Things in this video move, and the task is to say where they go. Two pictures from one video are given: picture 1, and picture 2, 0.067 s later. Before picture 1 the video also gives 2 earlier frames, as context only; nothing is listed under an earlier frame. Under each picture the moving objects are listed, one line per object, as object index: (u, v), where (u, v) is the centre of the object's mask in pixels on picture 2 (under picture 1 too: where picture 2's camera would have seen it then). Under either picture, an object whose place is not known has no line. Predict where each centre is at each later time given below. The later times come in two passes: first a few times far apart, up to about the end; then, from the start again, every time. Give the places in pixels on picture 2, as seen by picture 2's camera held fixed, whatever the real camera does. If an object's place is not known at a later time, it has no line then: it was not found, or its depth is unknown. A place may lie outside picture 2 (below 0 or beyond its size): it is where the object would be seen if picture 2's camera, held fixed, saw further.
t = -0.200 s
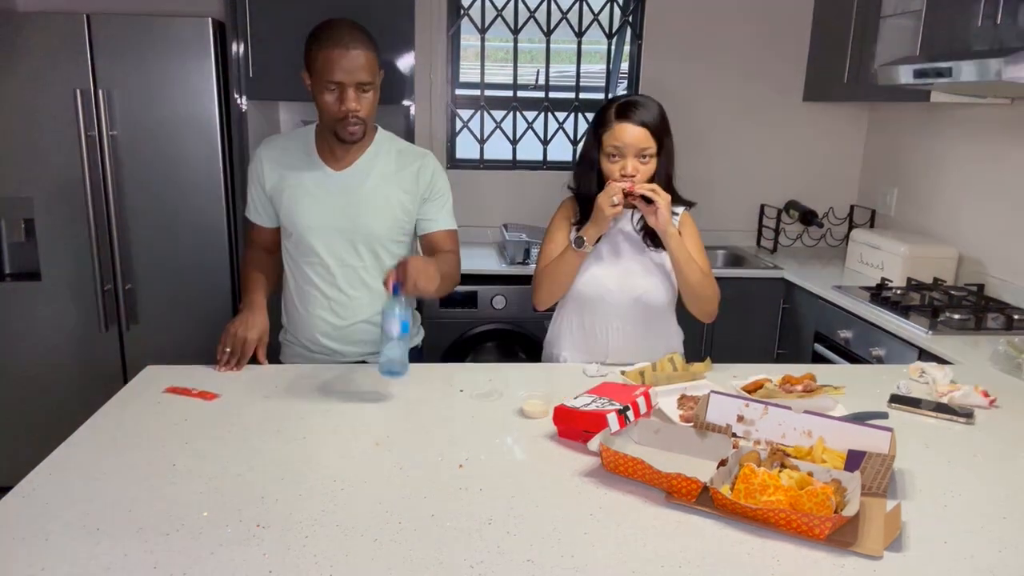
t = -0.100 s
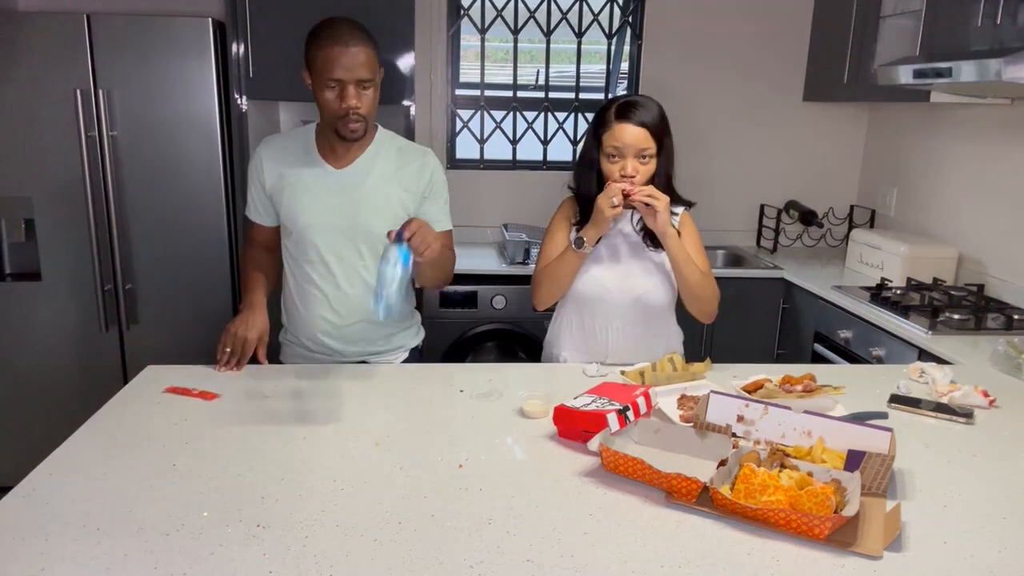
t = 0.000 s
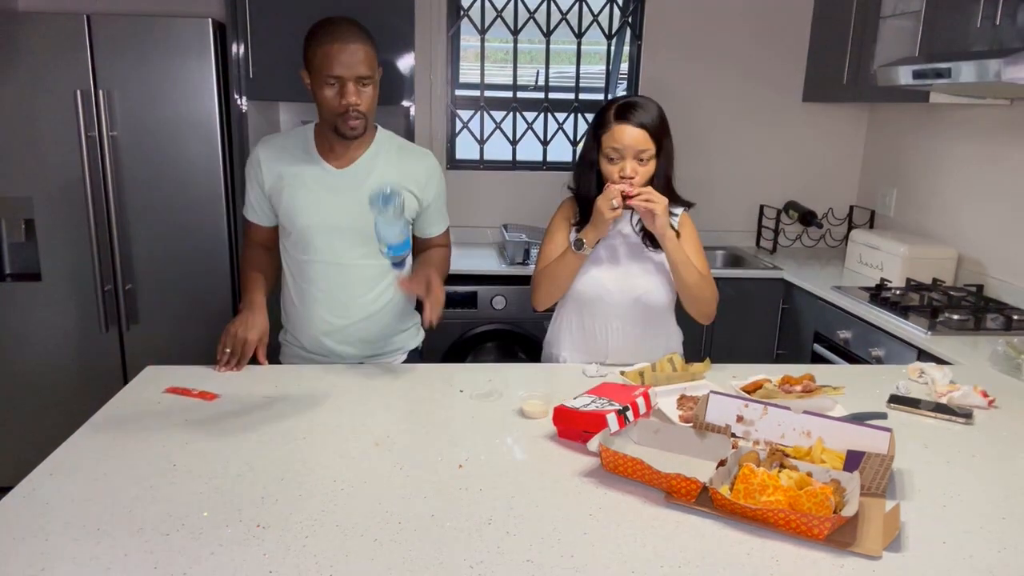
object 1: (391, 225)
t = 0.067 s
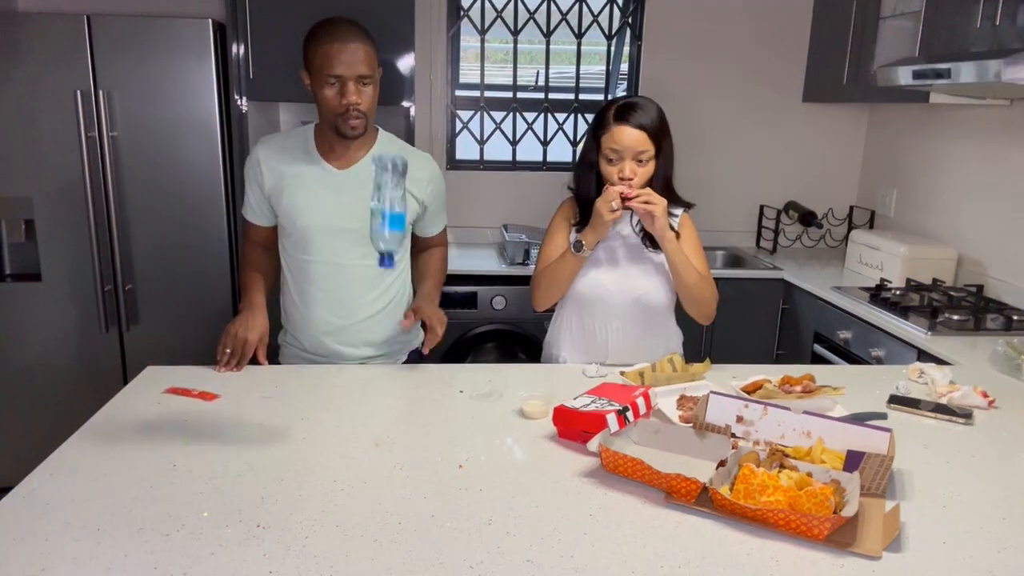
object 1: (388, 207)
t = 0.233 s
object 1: (385, 212)
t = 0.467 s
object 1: (387, 412)
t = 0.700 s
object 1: (377, 448)
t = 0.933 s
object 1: (377, 467)
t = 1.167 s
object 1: (377, 468)
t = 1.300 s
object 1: (377, 468)
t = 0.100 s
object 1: (387, 197)
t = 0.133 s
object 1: (386, 190)
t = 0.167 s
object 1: (386, 189)
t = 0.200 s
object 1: (385, 197)
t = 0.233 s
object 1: (385, 212)
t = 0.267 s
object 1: (385, 235)
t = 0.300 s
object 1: (385, 264)
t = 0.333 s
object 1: (387, 305)
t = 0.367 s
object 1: (387, 346)
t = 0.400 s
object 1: (386, 398)
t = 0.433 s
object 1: (385, 411)
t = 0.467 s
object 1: (387, 412)
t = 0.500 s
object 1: (387, 413)
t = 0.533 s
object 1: (385, 414)
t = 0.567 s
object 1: (384, 417)
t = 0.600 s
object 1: (382, 421)
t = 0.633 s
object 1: (380, 426)
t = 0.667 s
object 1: (379, 435)
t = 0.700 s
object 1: (377, 448)
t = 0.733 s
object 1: (373, 467)
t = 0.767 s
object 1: (373, 467)
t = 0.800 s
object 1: (374, 466)
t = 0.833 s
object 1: (375, 468)
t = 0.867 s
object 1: (376, 467)
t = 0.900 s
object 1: (376, 467)
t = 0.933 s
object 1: (377, 467)
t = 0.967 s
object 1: (377, 468)
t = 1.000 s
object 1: (377, 468)
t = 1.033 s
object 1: (377, 468)
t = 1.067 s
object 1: (377, 468)
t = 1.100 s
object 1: (377, 468)
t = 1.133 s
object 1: (377, 468)
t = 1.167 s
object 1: (377, 468)
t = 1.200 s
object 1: (377, 468)
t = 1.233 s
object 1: (377, 468)
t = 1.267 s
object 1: (377, 468)
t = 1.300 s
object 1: (377, 468)
